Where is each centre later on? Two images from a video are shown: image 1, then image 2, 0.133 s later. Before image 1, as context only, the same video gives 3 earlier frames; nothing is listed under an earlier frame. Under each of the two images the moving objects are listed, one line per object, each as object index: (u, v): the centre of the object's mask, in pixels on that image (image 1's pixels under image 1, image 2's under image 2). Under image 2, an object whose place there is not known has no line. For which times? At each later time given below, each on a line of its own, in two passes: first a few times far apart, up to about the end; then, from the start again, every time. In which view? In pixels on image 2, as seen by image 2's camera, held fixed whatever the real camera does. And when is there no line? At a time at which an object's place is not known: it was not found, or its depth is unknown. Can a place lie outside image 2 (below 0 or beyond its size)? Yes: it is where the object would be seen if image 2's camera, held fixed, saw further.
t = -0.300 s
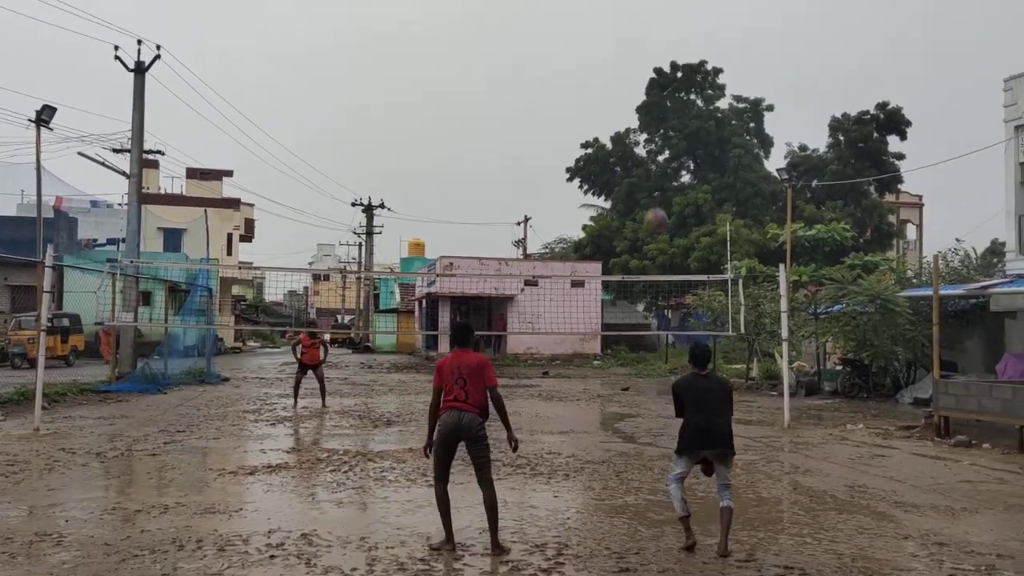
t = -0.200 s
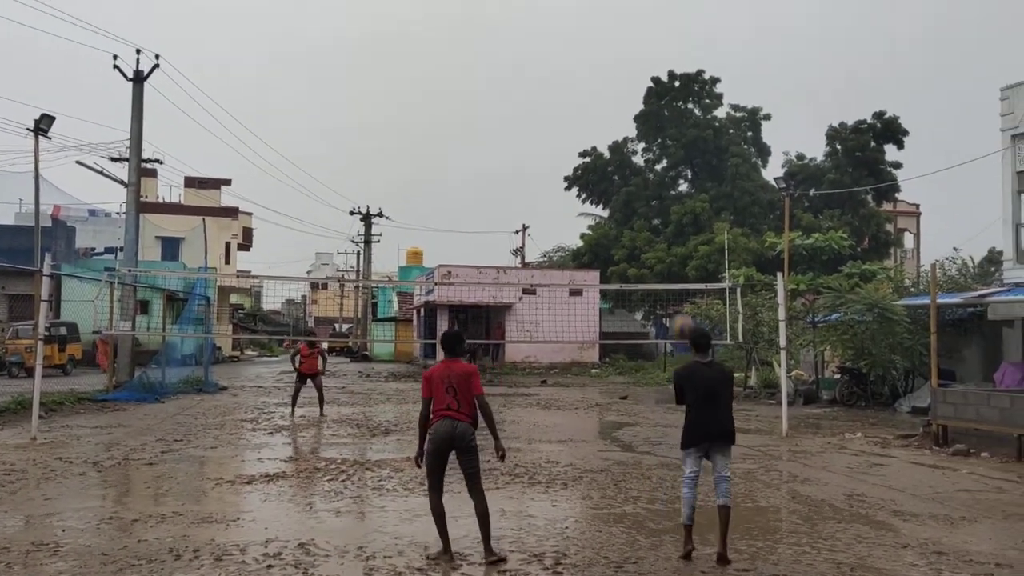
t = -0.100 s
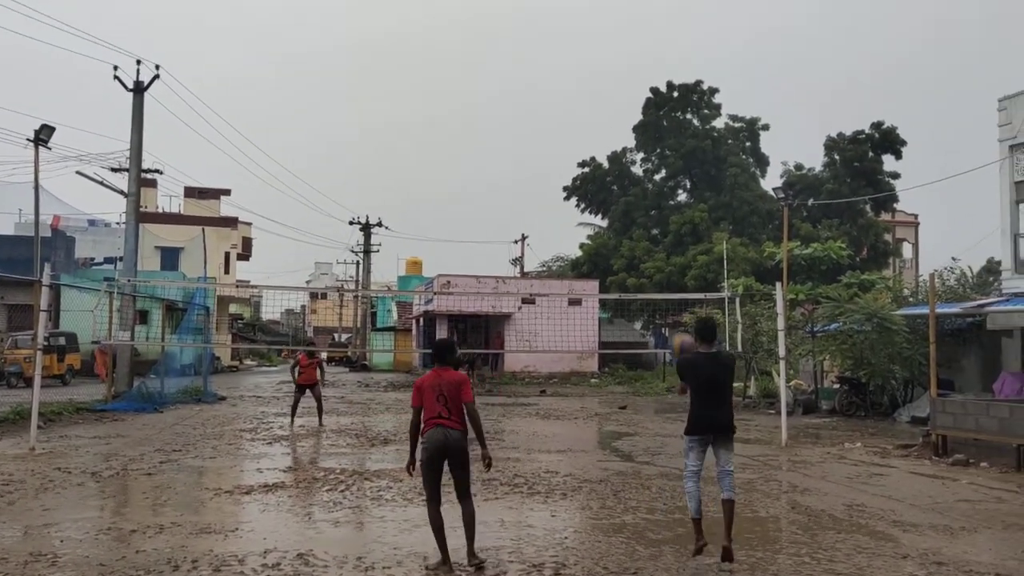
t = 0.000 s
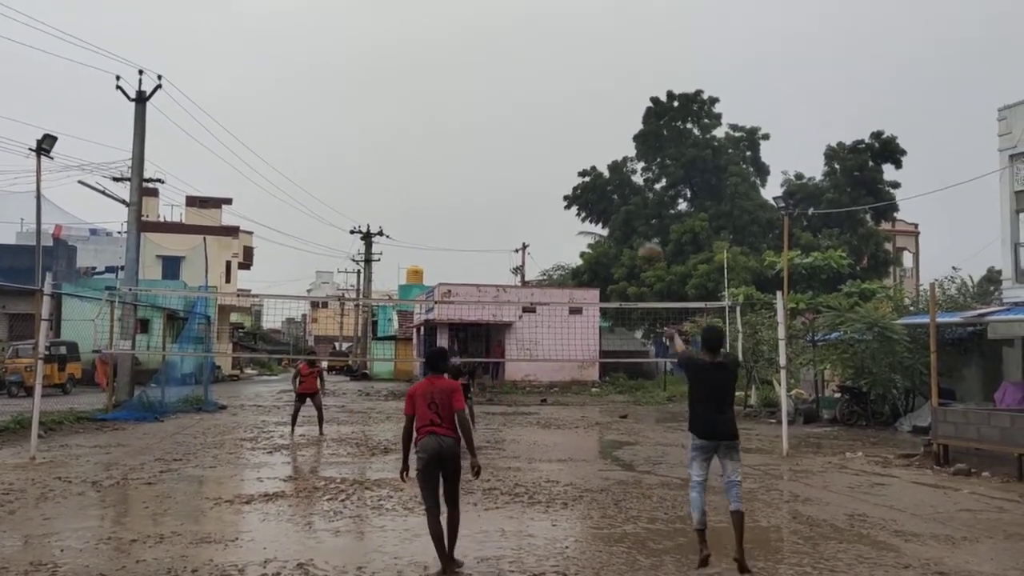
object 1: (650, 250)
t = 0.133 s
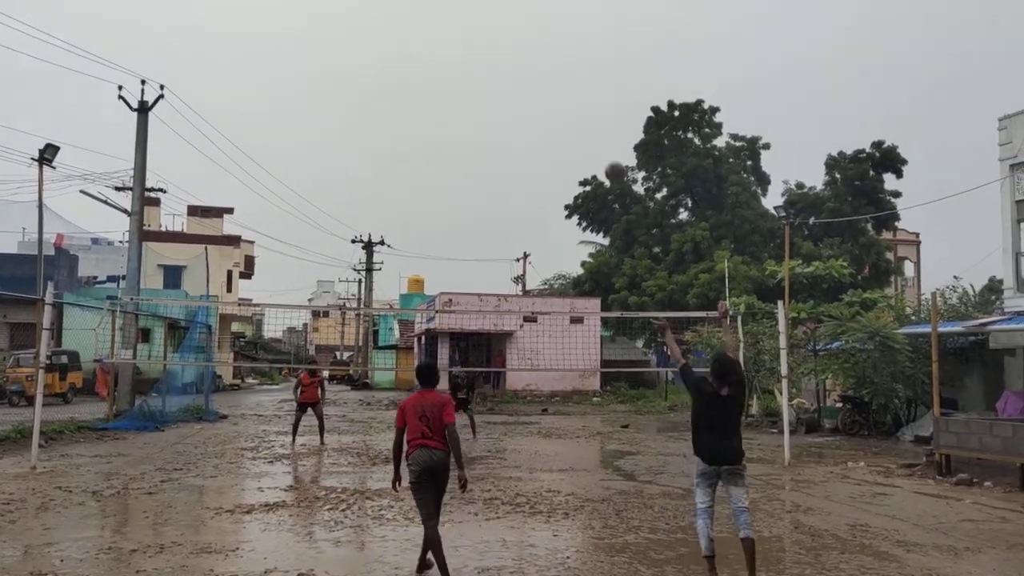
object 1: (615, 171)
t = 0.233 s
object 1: (593, 125)
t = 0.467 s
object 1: (546, 68)
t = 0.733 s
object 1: (514, 75)
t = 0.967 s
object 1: (491, 114)
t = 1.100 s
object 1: (481, 145)
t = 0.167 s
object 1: (607, 154)
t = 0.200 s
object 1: (600, 139)
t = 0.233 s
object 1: (593, 125)
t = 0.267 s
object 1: (586, 114)
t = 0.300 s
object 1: (579, 103)
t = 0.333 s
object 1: (573, 94)
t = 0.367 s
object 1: (568, 86)
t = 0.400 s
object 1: (562, 80)
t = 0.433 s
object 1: (551, 71)
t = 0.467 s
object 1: (546, 68)
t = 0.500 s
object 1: (542, 67)
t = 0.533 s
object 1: (538, 65)
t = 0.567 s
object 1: (533, 65)
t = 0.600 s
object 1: (529, 66)
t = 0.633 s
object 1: (525, 67)
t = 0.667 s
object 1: (521, 69)
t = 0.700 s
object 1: (518, 72)
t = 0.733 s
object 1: (514, 75)
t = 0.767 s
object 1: (510, 79)
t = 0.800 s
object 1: (507, 83)
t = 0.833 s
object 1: (504, 88)
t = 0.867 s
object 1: (500, 94)
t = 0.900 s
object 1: (497, 100)
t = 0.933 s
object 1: (494, 106)
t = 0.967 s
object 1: (491, 114)
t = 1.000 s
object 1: (489, 121)
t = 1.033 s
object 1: (486, 129)
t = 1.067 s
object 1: (483, 137)
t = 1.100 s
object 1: (481, 145)
